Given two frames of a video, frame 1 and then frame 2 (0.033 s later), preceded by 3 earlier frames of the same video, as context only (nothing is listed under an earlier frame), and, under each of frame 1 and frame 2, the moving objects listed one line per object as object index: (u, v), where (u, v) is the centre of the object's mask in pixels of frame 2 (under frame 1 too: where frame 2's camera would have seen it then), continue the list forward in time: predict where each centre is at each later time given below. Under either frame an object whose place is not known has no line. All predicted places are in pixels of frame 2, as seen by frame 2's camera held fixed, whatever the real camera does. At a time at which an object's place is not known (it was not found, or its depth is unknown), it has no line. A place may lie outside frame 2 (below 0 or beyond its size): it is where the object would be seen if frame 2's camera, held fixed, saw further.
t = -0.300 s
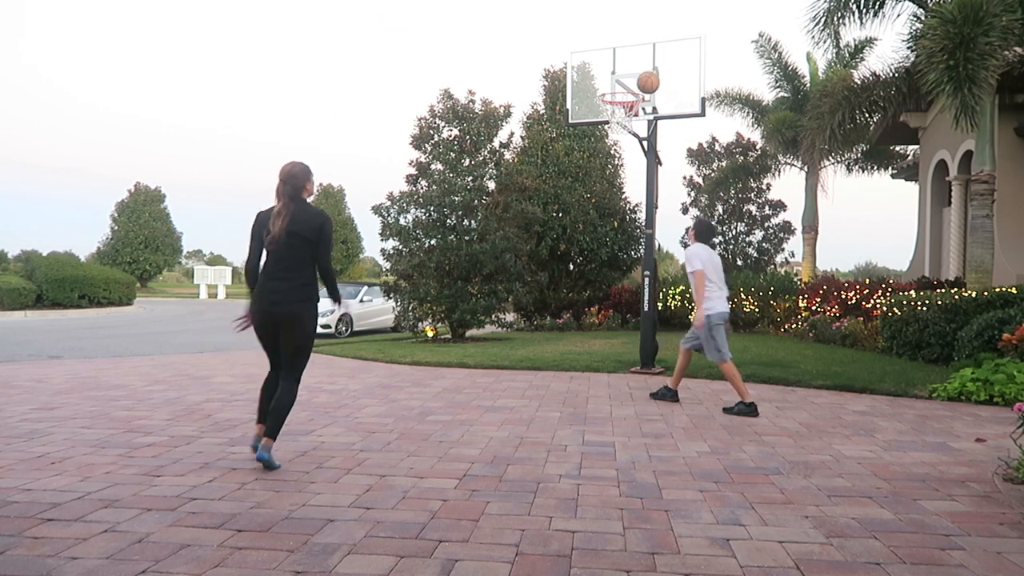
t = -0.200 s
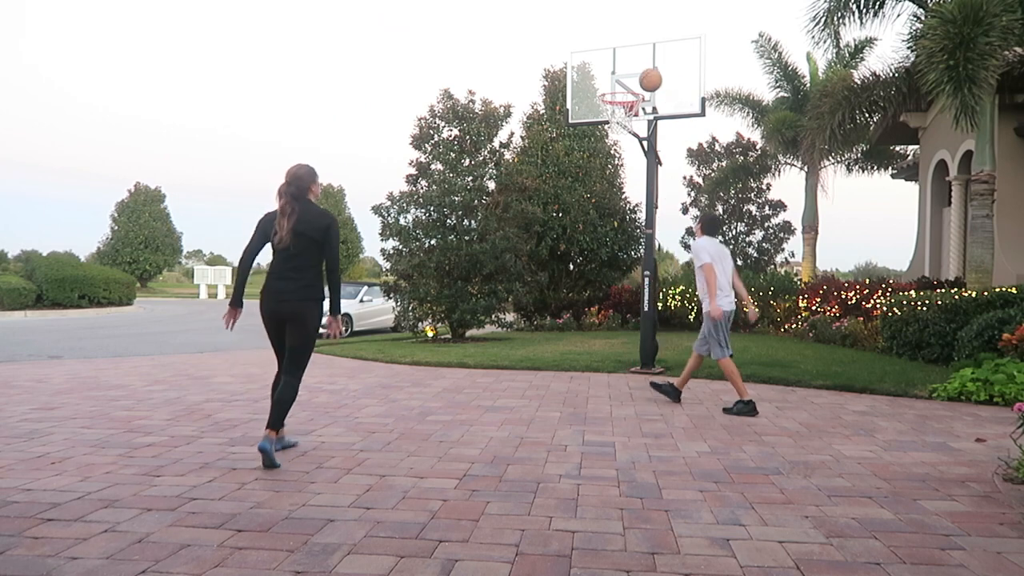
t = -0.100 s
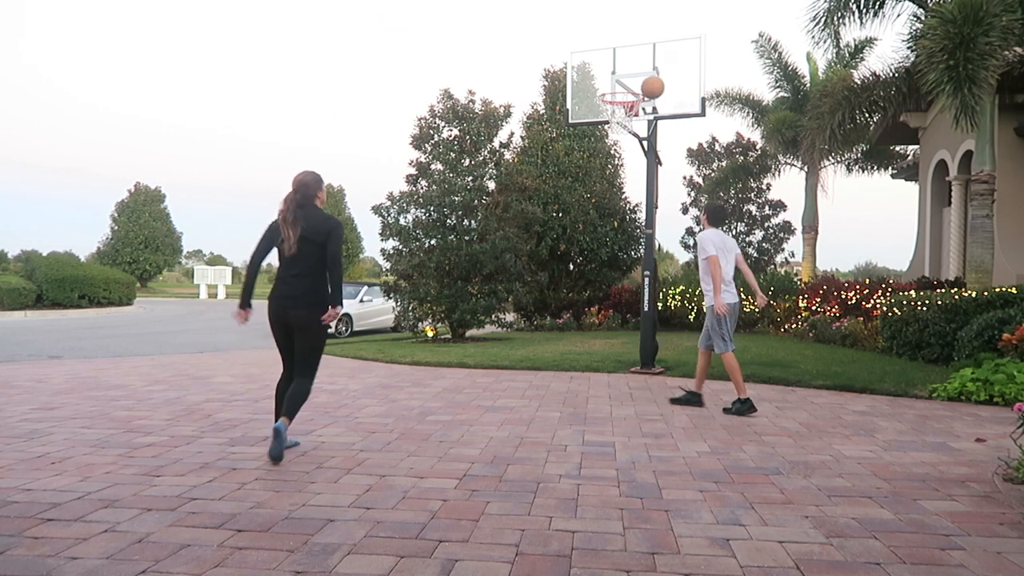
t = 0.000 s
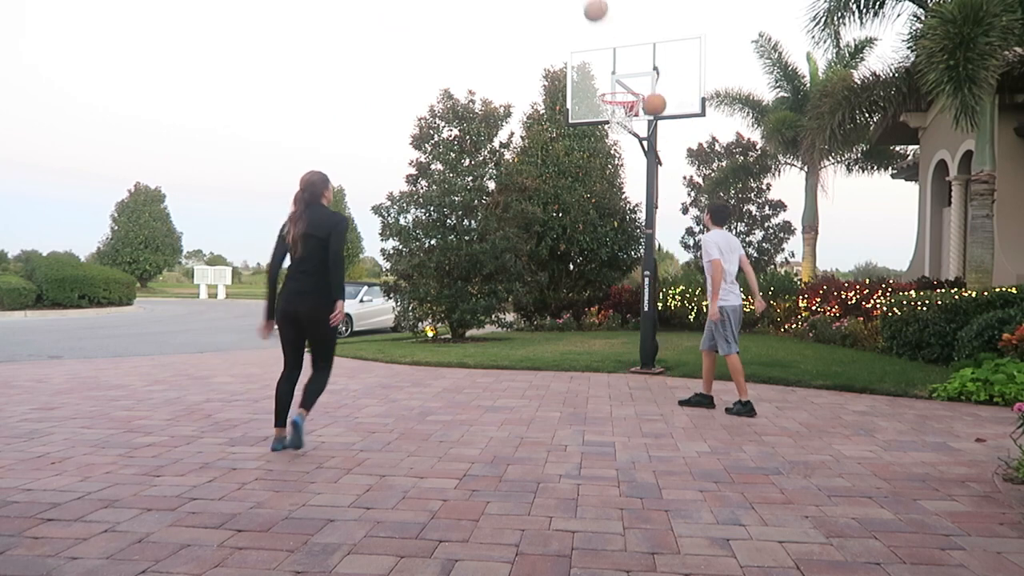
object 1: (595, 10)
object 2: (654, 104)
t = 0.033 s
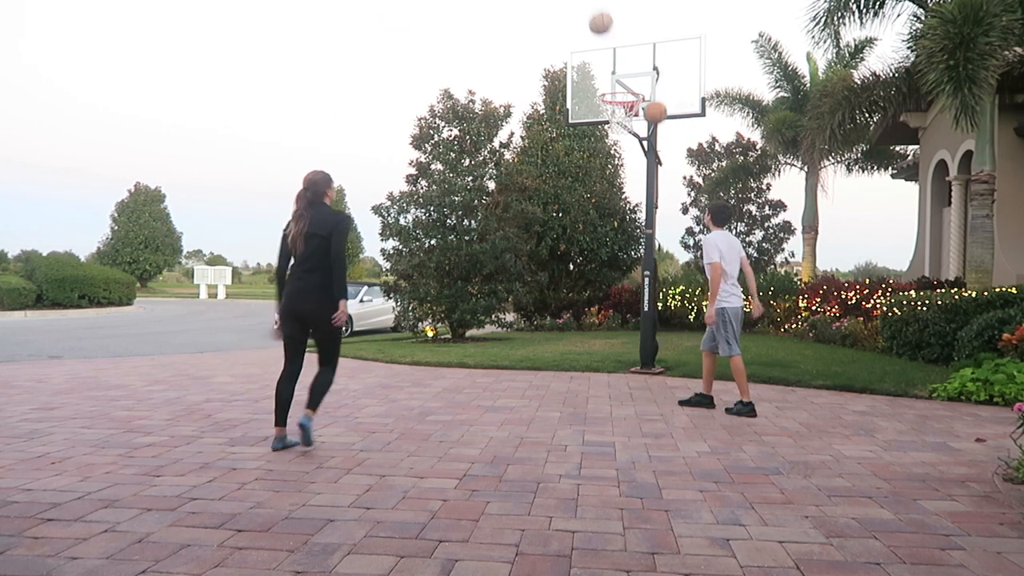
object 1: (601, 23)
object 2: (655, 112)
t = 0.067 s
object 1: (605, 36)
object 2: (655, 121)
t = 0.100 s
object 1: (610, 50)
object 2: (656, 131)
